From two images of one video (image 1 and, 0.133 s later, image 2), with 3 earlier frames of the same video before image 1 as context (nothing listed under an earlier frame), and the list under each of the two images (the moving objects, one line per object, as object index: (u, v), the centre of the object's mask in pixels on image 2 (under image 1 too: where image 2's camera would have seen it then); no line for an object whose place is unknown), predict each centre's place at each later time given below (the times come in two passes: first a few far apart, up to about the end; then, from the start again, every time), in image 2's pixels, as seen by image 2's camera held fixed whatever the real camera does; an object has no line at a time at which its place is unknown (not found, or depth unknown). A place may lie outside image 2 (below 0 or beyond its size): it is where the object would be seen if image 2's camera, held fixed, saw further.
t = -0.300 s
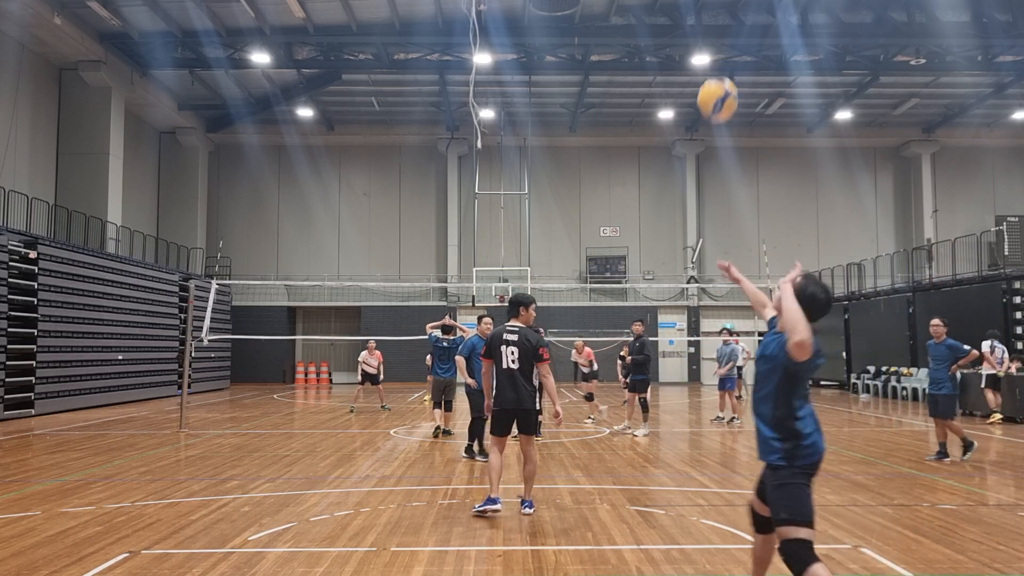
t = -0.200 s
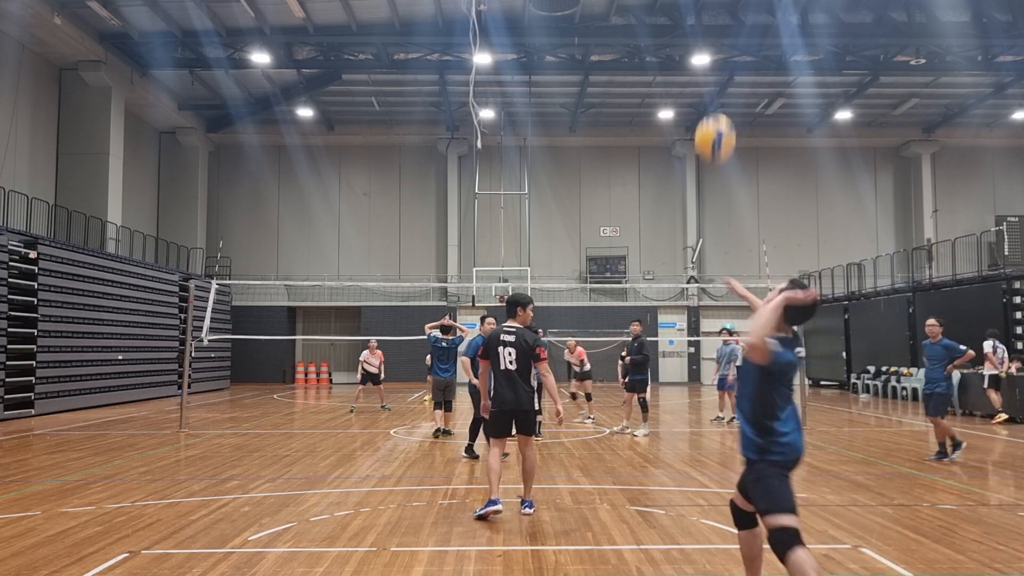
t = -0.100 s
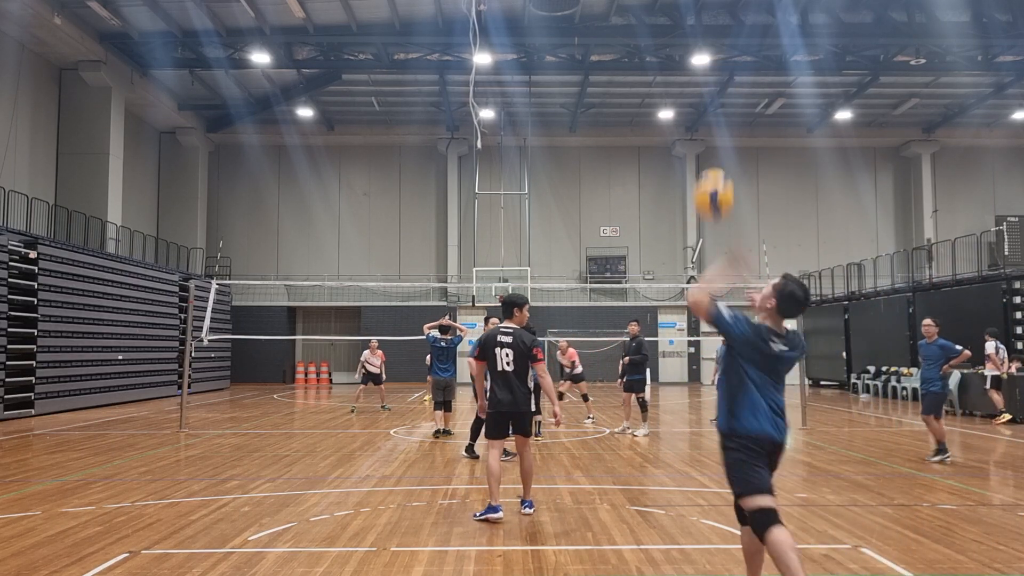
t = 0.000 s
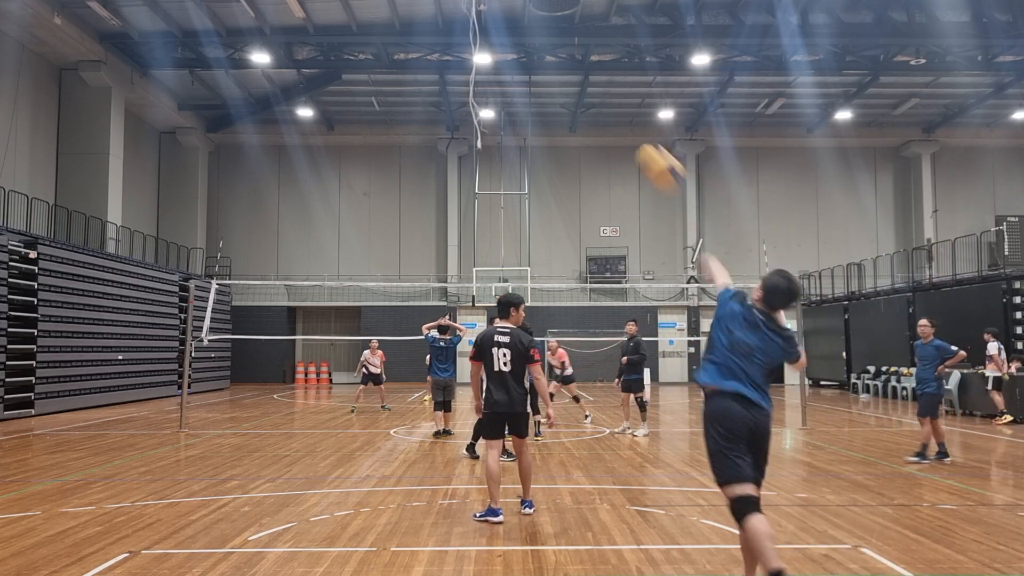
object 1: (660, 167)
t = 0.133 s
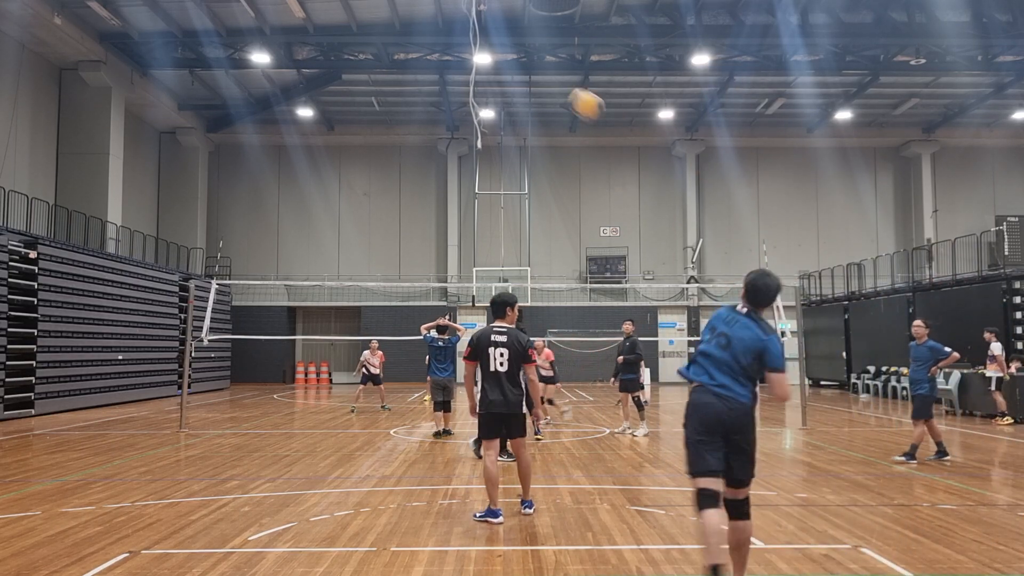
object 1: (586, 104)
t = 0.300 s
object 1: (530, 79)
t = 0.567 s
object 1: (478, 101)
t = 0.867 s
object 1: (444, 165)
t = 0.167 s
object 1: (572, 97)
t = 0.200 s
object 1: (560, 89)
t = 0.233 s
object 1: (549, 85)
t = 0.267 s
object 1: (539, 82)
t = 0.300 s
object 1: (530, 79)
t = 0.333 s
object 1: (520, 79)
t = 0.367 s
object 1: (513, 79)
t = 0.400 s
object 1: (506, 81)
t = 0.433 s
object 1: (499, 84)
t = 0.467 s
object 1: (493, 87)
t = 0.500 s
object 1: (487, 91)
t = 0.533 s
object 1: (482, 96)
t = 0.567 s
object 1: (478, 101)
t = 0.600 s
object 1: (473, 107)
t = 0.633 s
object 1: (469, 113)
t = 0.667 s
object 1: (464, 120)
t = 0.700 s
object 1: (461, 127)
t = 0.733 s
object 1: (457, 133)
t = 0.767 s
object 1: (453, 140)
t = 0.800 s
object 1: (450, 148)
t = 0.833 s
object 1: (447, 156)
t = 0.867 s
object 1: (444, 165)
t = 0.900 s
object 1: (441, 174)
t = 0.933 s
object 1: (438, 183)
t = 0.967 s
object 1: (435, 192)
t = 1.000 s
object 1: (433, 202)
